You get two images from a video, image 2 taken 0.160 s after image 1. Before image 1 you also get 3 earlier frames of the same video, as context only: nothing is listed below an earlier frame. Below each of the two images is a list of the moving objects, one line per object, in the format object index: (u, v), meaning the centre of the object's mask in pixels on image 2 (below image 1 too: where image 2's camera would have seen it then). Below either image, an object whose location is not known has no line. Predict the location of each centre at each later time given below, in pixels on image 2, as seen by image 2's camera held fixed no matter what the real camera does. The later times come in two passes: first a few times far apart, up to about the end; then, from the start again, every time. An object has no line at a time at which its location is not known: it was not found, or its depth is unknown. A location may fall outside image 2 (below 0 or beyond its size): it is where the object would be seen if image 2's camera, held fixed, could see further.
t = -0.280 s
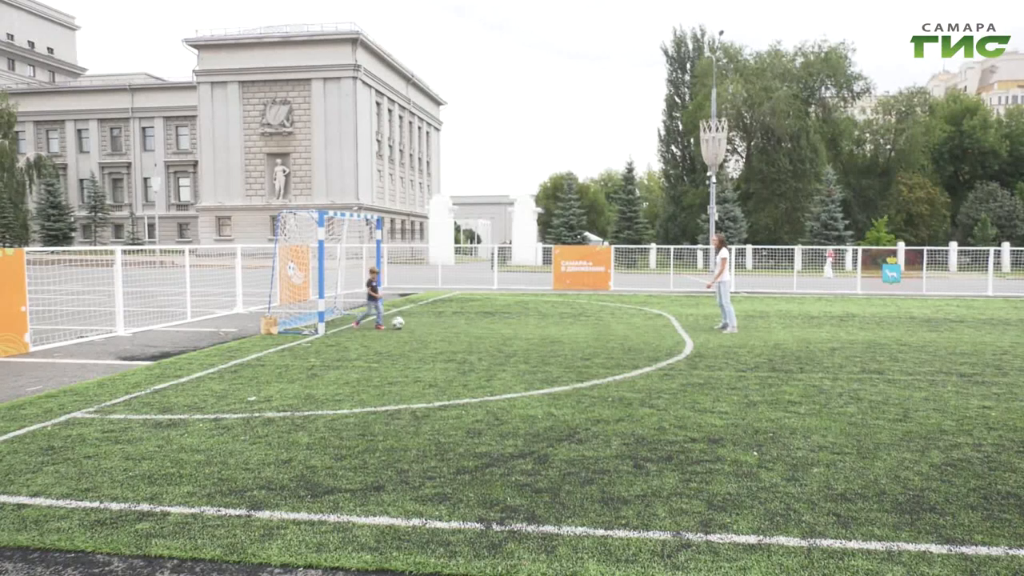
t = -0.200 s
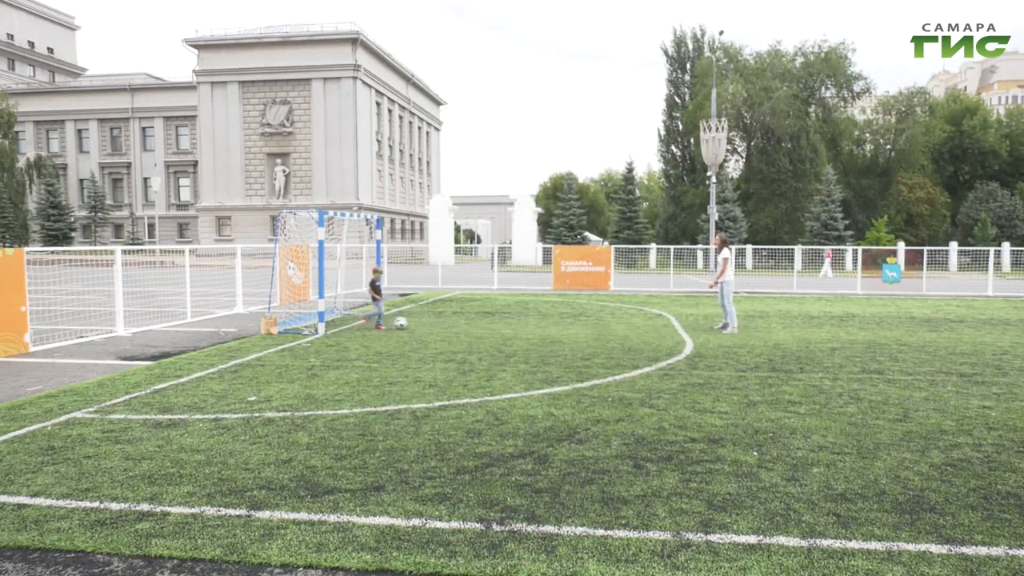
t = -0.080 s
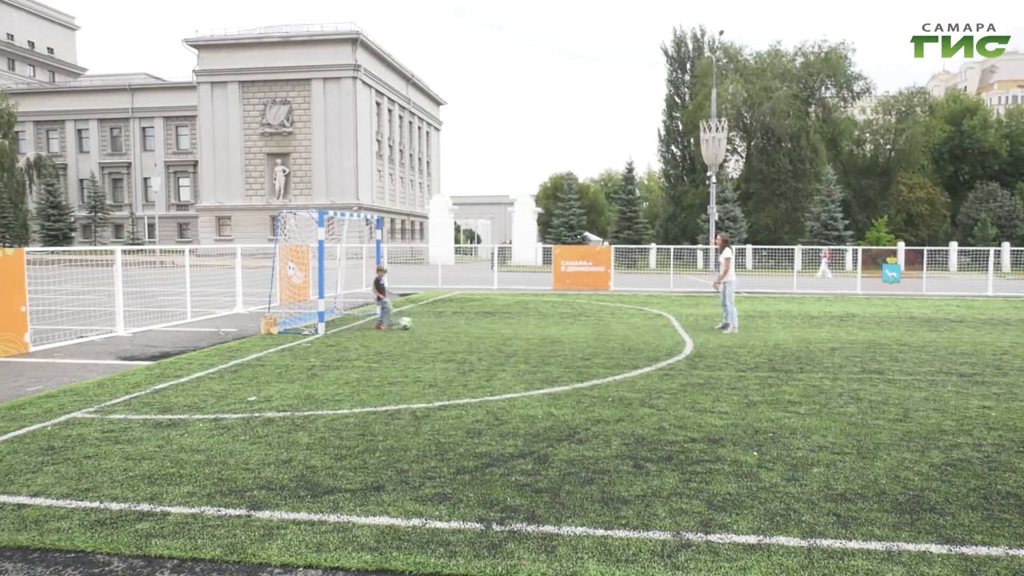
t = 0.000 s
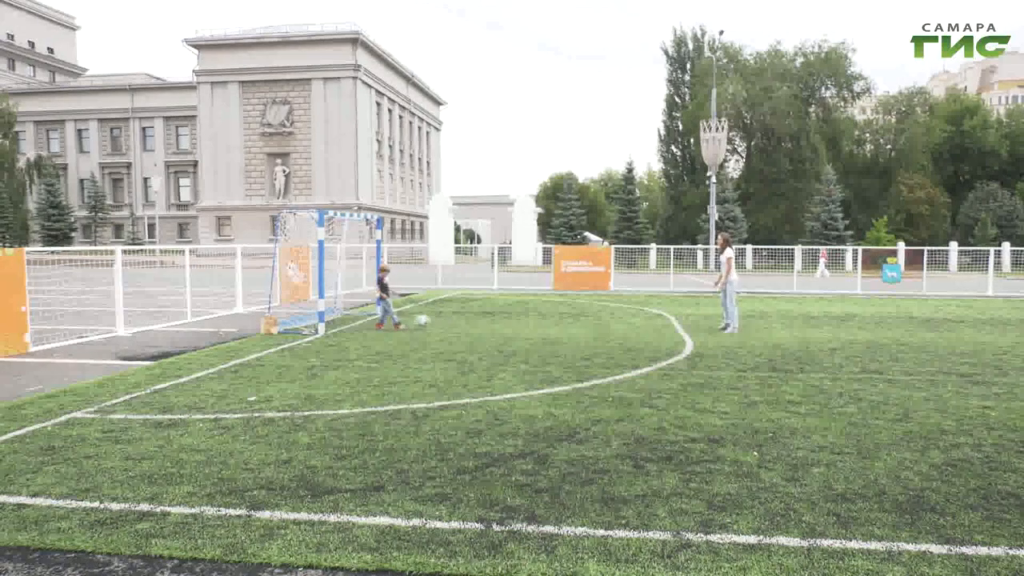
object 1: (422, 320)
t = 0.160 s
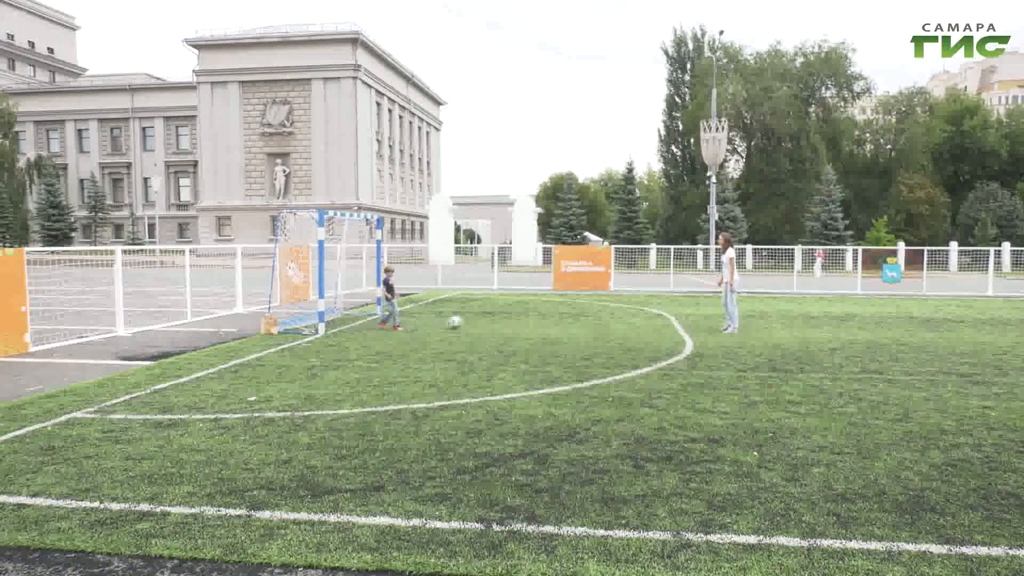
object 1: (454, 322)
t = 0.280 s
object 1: (472, 321)
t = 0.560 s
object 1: (504, 322)
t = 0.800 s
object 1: (529, 322)
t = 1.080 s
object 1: (557, 322)
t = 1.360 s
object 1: (583, 322)
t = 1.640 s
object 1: (609, 322)
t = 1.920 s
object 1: (633, 321)
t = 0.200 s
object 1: (460, 320)
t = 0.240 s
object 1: (466, 320)
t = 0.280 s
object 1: (472, 321)
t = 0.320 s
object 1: (478, 322)
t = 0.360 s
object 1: (482, 322)
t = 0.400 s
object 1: (486, 322)
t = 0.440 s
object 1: (491, 322)
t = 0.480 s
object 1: (495, 322)
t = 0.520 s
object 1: (499, 321)
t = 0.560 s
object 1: (504, 322)
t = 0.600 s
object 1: (508, 322)
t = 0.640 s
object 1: (512, 322)
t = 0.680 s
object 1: (516, 322)
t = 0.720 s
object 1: (521, 322)
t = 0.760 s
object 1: (525, 322)
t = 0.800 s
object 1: (529, 322)
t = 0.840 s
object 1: (533, 322)
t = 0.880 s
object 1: (537, 322)
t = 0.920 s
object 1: (541, 322)
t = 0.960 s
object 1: (545, 322)
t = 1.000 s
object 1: (549, 322)
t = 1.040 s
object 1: (553, 322)
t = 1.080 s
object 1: (557, 322)
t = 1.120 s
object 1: (561, 322)
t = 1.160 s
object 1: (564, 321)
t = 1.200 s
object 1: (568, 322)
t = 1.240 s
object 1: (572, 322)
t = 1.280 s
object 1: (576, 322)
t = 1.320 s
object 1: (580, 322)
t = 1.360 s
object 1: (583, 322)
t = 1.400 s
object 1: (587, 322)
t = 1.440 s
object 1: (591, 322)
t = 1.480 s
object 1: (594, 322)
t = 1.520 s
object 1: (598, 322)
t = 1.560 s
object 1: (602, 322)
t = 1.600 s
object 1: (606, 322)
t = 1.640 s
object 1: (609, 322)
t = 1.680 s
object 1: (613, 322)
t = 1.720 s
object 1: (616, 322)
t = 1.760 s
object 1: (620, 322)
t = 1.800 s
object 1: (623, 321)
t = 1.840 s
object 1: (626, 321)
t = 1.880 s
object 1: (630, 321)
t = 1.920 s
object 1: (633, 321)
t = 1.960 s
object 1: (636, 322)
